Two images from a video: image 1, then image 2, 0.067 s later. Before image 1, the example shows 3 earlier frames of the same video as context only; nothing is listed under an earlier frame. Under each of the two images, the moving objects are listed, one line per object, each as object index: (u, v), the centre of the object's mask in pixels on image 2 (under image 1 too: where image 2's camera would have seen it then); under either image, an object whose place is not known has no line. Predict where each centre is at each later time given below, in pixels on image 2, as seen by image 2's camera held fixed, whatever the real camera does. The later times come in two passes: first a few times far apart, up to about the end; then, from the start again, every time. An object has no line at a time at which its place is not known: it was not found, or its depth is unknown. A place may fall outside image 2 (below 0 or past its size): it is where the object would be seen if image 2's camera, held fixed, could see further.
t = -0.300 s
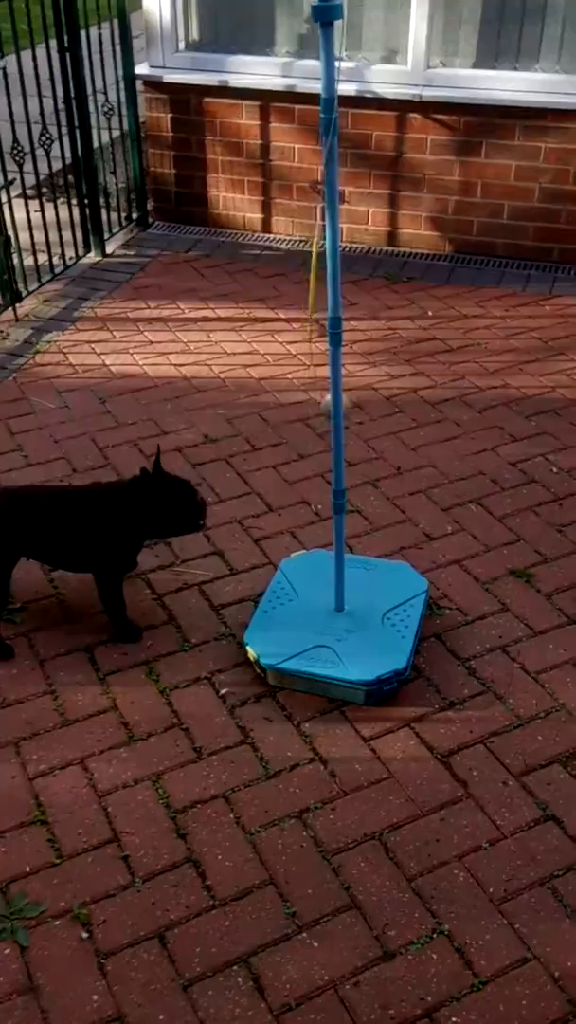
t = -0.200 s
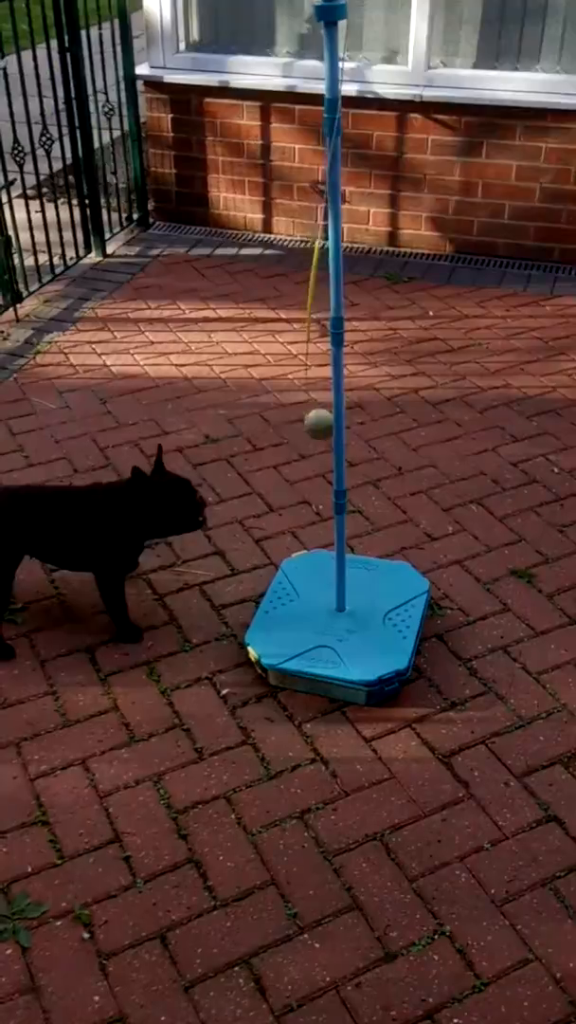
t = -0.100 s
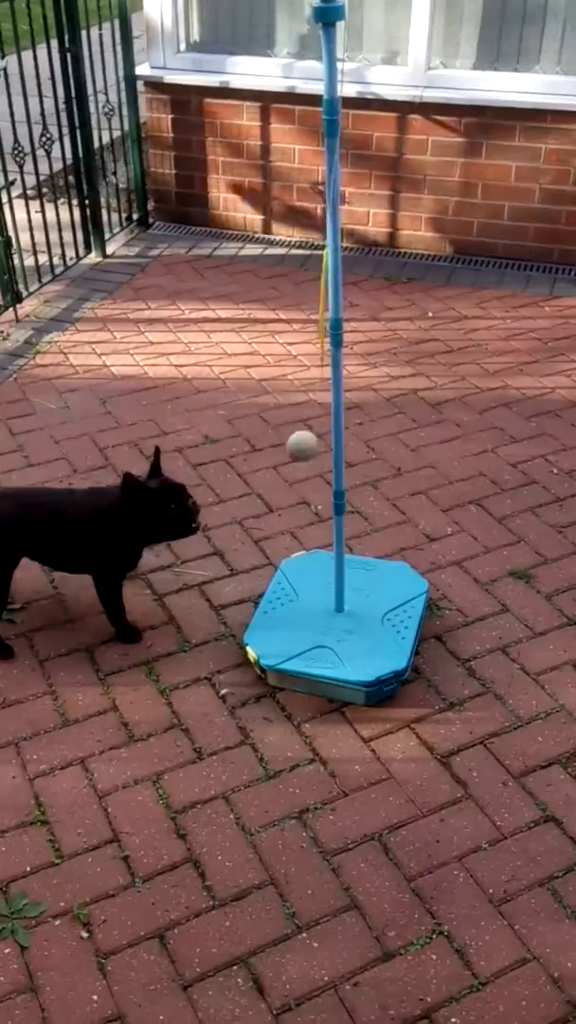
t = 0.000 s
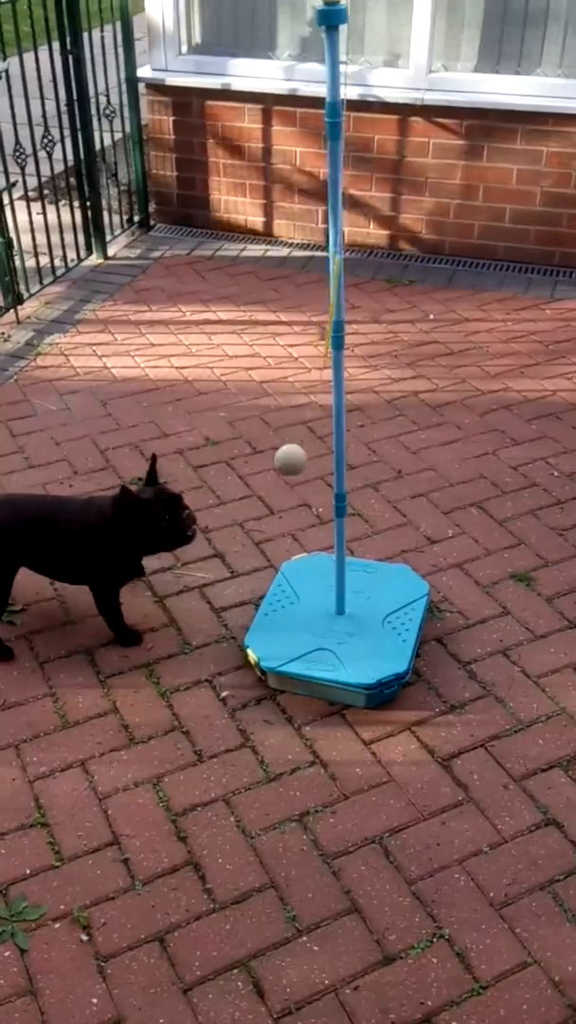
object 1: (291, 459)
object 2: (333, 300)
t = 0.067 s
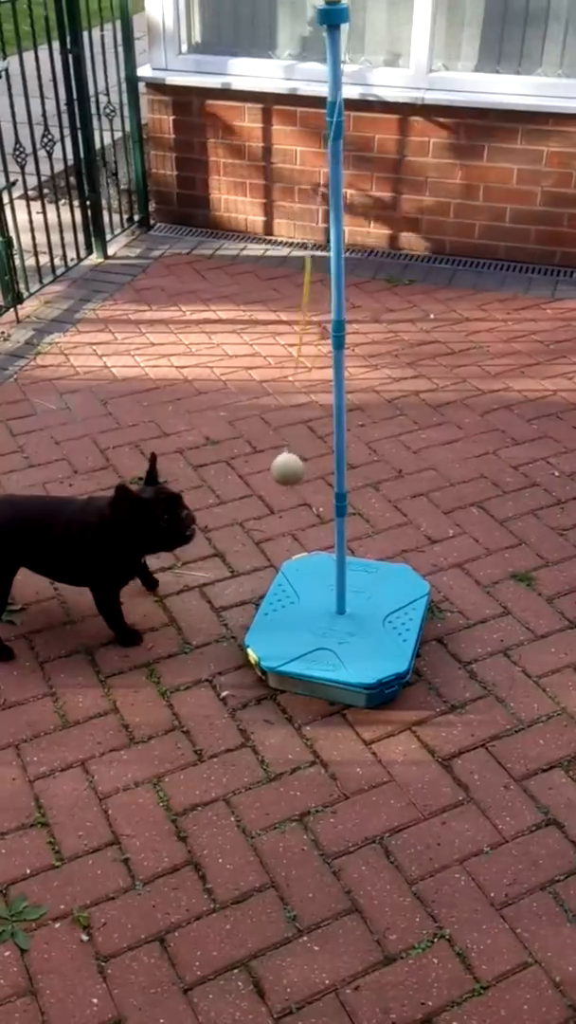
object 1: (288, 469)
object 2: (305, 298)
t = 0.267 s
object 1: (290, 475)
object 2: (324, 311)
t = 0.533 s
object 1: (328, 462)
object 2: (325, 305)
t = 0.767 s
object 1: (353, 462)
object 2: (347, 291)
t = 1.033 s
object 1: (360, 457)
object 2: (349, 307)
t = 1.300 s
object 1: (371, 448)
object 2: (358, 297)
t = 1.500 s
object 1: (367, 440)
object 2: (357, 292)
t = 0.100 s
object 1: (287, 467)
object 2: (295, 299)
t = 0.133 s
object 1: (287, 467)
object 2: (294, 299)
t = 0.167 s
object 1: (287, 470)
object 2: (298, 303)
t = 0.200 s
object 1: (287, 474)
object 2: (308, 306)
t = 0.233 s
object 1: (288, 476)
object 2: (319, 307)
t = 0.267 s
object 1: (290, 475)
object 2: (324, 311)
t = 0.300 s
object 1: (294, 473)
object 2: (326, 315)
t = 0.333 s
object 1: (298, 473)
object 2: (328, 318)
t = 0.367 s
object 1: (301, 474)
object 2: (329, 315)
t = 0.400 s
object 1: (306, 474)
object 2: (327, 316)
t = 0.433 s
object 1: (312, 471)
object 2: (321, 308)
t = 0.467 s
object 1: (318, 466)
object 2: (317, 306)
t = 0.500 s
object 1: (323, 464)
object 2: (318, 303)
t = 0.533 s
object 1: (328, 462)
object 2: (325, 305)
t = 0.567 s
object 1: (333, 459)
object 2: (340, 307)
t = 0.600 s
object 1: (338, 454)
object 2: (355, 265)
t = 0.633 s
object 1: (341, 456)
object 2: (358, 263)
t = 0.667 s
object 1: (345, 457)
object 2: (353, 285)
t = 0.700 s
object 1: (347, 459)
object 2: (348, 308)
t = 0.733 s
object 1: (351, 461)
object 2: (348, 280)
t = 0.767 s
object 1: (353, 462)
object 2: (347, 291)
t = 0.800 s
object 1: (355, 462)
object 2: (349, 295)
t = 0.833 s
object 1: (357, 462)
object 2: (351, 306)
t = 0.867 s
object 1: (358, 462)
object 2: (356, 304)
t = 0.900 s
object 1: (359, 462)
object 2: (360, 300)
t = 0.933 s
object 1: (360, 461)
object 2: (360, 302)
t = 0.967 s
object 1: (360, 461)
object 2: (358, 302)
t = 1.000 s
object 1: (360, 459)
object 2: (353, 303)
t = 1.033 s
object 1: (360, 457)
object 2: (349, 307)
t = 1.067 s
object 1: (359, 456)
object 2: (349, 307)
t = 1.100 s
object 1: (358, 454)
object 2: (351, 305)
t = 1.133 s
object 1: (358, 453)
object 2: (354, 308)
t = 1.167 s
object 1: (361, 452)
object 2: (357, 305)
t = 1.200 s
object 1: (365, 451)
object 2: (358, 304)
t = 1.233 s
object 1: (368, 450)
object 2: (358, 304)
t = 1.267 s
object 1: (370, 449)
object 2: (358, 298)
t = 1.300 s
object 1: (371, 448)
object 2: (358, 297)
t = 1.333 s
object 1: (372, 447)
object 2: (360, 303)
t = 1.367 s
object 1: (372, 446)
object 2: (361, 298)
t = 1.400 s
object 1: (372, 444)
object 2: (362, 296)
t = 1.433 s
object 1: (370, 443)
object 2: (362, 296)
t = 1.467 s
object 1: (369, 442)
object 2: (361, 294)
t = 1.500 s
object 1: (367, 440)
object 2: (357, 292)
